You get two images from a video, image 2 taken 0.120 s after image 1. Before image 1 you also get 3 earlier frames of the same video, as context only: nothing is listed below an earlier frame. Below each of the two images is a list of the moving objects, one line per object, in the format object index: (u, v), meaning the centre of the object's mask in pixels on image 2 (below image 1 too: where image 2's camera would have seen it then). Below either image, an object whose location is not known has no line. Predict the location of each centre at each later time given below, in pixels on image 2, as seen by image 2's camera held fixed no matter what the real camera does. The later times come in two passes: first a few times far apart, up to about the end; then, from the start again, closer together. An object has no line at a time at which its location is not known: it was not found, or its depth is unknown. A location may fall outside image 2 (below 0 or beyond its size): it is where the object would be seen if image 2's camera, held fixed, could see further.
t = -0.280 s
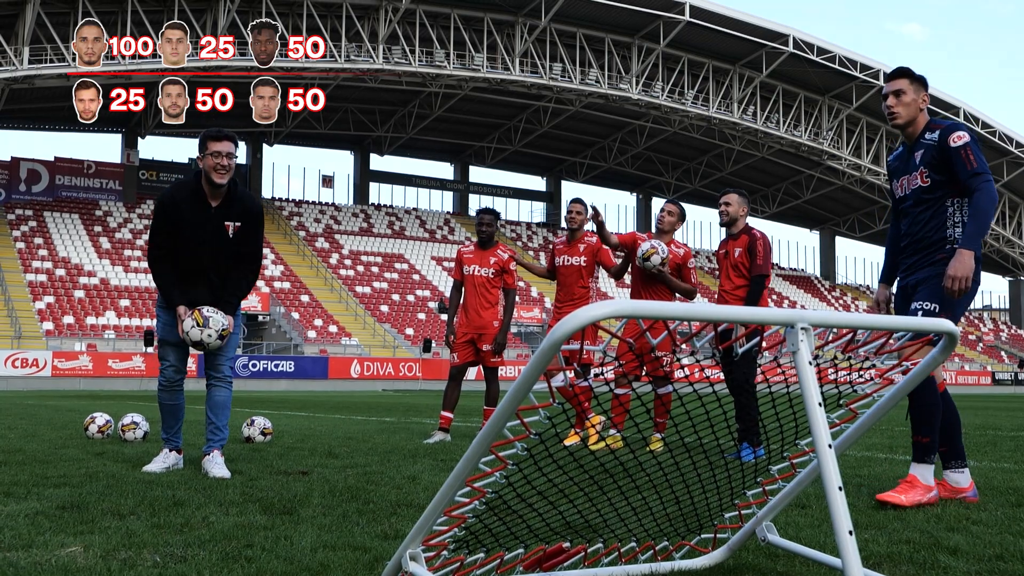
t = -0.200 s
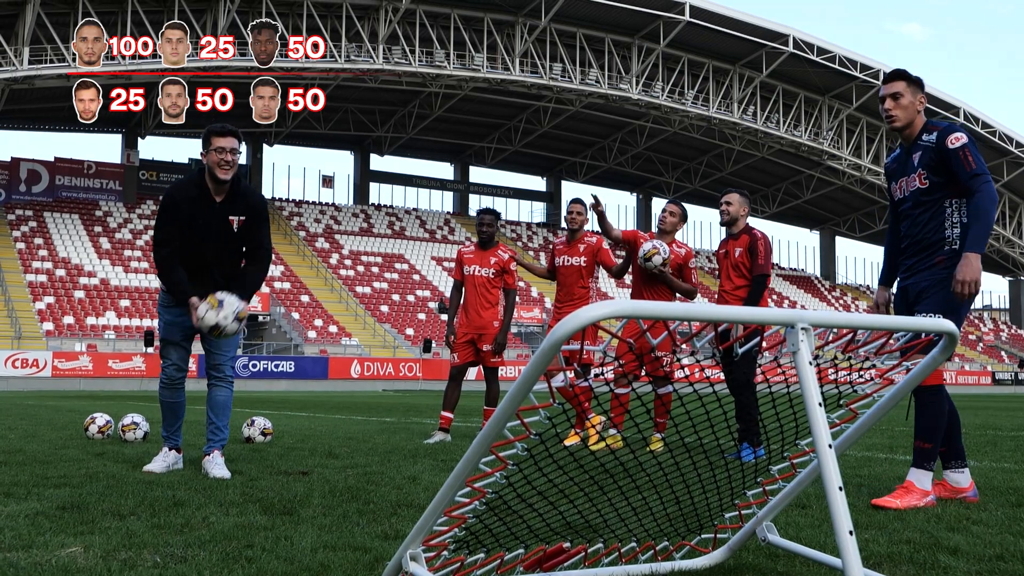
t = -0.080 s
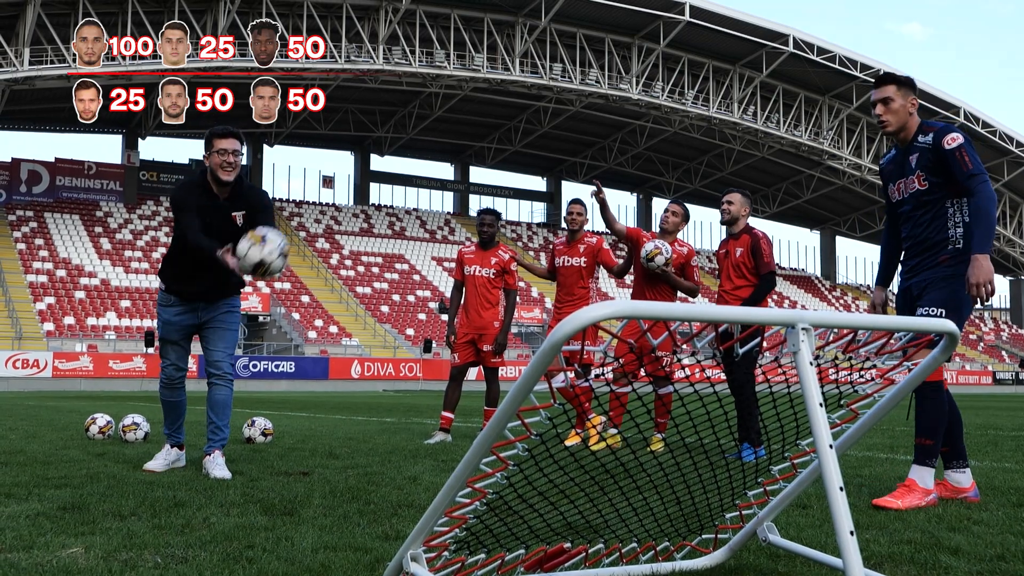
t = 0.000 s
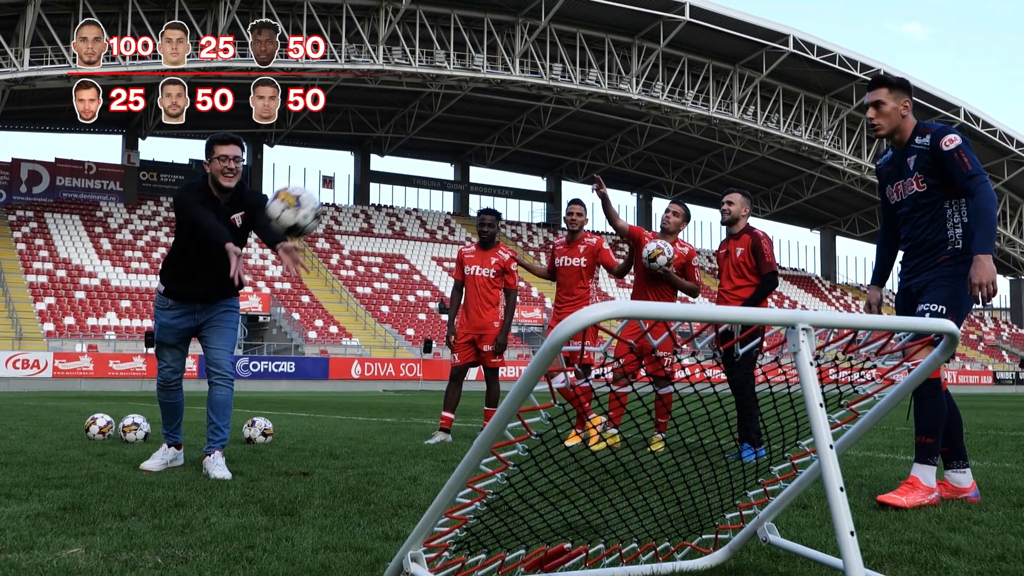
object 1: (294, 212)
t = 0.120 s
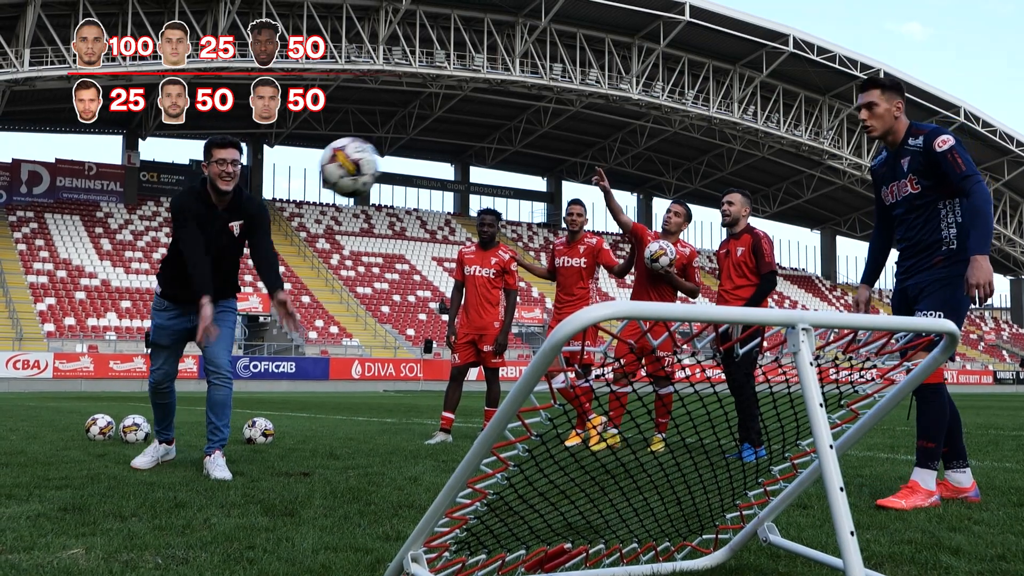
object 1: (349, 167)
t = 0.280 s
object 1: (443, 162)
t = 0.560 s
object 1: (718, 422)
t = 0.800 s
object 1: (589, 189)
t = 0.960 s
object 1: (517, 157)
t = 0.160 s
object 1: (371, 159)
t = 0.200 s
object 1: (392, 155)
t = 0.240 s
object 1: (417, 156)
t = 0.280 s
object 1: (443, 162)
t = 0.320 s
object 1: (471, 173)
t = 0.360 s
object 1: (502, 190)
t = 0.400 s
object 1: (539, 217)
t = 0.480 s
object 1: (616, 278)
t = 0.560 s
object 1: (718, 422)
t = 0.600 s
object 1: (715, 403)
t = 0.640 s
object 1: (685, 348)
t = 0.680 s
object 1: (660, 275)
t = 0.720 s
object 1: (635, 249)
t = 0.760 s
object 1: (611, 214)
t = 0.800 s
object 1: (589, 189)
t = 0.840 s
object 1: (570, 173)
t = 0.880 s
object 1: (551, 162)
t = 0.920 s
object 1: (533, 158)
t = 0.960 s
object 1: (517, 157)
